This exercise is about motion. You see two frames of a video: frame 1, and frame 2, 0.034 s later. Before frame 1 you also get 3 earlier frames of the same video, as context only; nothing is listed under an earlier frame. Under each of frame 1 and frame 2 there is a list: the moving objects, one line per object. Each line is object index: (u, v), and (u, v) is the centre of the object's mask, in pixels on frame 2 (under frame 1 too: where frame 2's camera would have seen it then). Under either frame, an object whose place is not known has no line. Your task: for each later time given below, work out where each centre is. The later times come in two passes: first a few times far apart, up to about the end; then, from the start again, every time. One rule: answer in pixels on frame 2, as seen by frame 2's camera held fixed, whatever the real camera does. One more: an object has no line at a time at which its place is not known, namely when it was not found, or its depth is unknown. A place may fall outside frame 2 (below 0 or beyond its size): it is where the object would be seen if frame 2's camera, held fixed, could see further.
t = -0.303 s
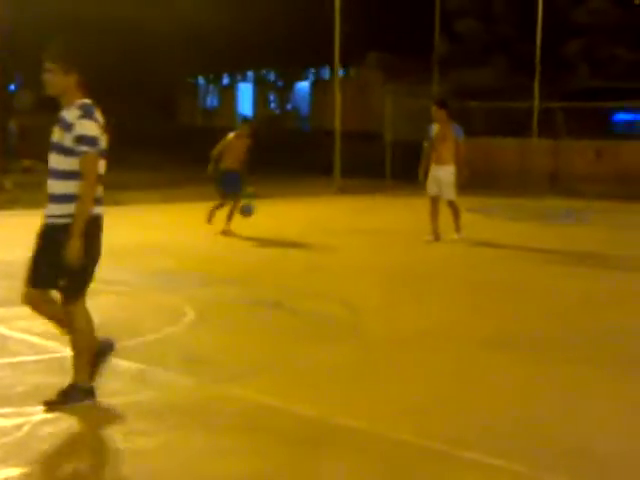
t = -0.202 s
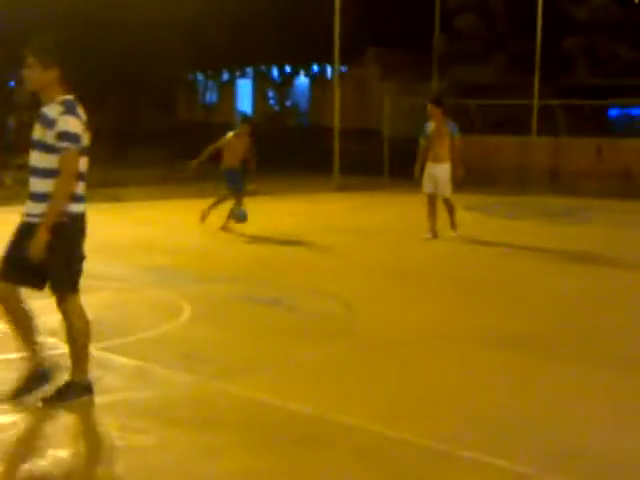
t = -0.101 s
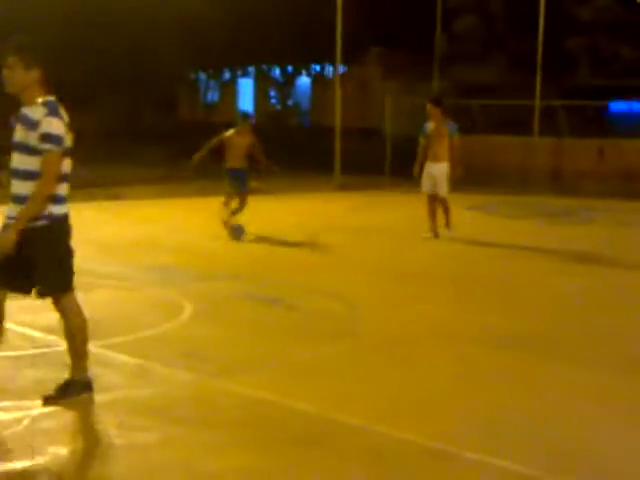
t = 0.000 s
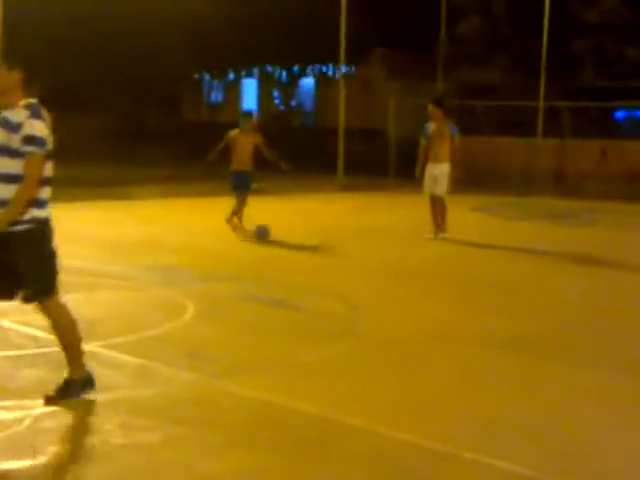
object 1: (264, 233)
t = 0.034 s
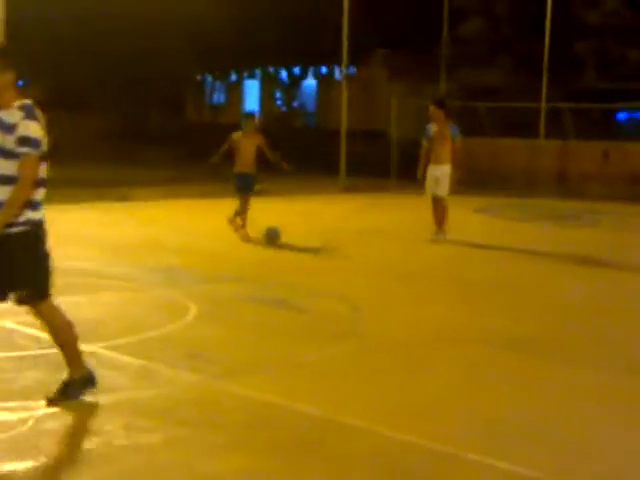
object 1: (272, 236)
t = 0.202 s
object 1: (313, 240)
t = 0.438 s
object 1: (376, 249)
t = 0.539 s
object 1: (403, 251)
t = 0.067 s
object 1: (279, 236)
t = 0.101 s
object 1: (288, 238)
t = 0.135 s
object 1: (296, 239)
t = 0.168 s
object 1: (304, 239)
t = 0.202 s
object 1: (313, 240)
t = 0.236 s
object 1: (322, 242)
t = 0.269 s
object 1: (332, 243)
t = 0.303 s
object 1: (340, 244)
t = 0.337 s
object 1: (348, 245)
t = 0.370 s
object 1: (357, 247)
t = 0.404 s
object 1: (366, 248)
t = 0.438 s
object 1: (376, 249)
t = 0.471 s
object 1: (385, 248)
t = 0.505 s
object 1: (393, 250)
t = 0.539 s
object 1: (403, 251)
